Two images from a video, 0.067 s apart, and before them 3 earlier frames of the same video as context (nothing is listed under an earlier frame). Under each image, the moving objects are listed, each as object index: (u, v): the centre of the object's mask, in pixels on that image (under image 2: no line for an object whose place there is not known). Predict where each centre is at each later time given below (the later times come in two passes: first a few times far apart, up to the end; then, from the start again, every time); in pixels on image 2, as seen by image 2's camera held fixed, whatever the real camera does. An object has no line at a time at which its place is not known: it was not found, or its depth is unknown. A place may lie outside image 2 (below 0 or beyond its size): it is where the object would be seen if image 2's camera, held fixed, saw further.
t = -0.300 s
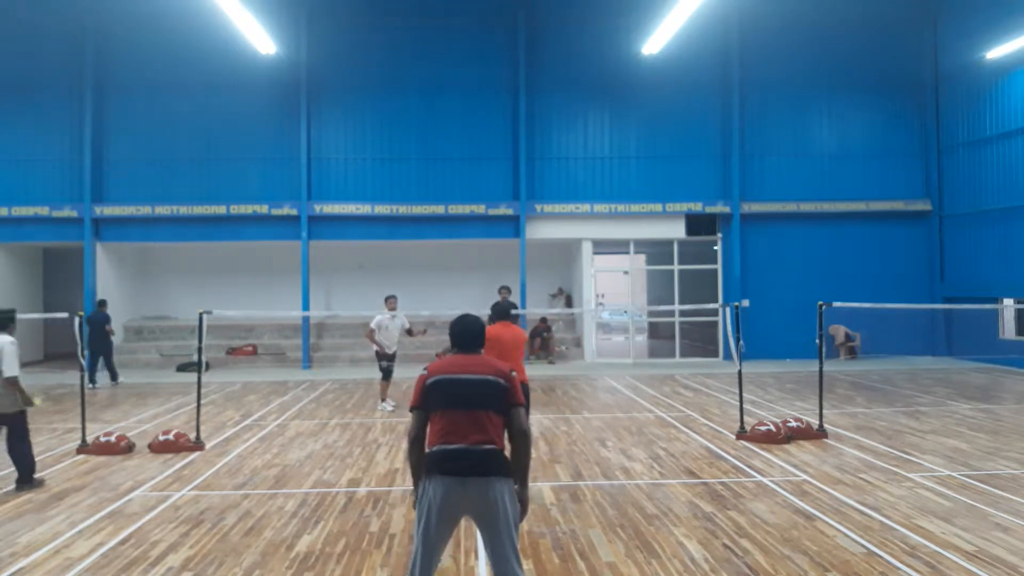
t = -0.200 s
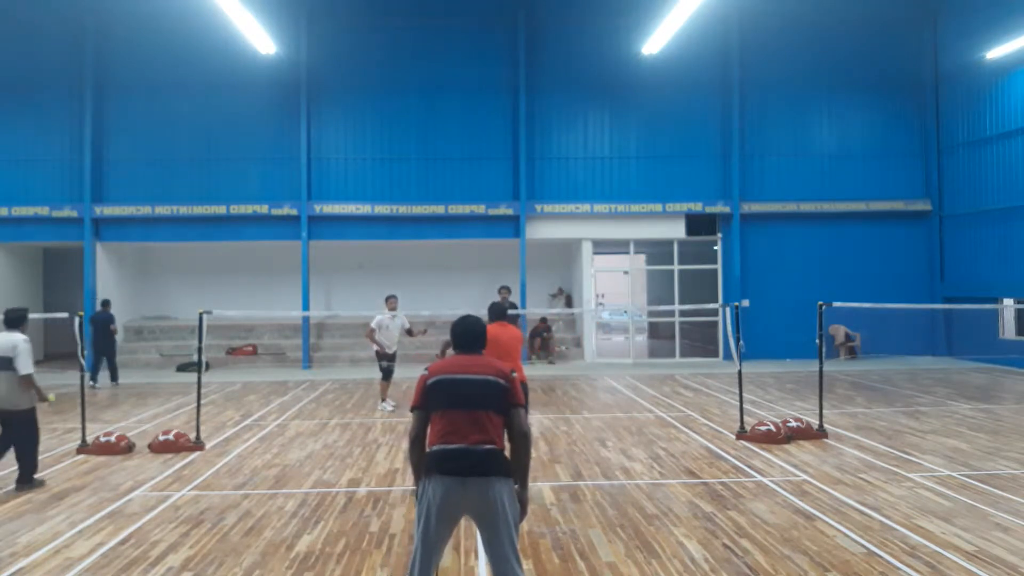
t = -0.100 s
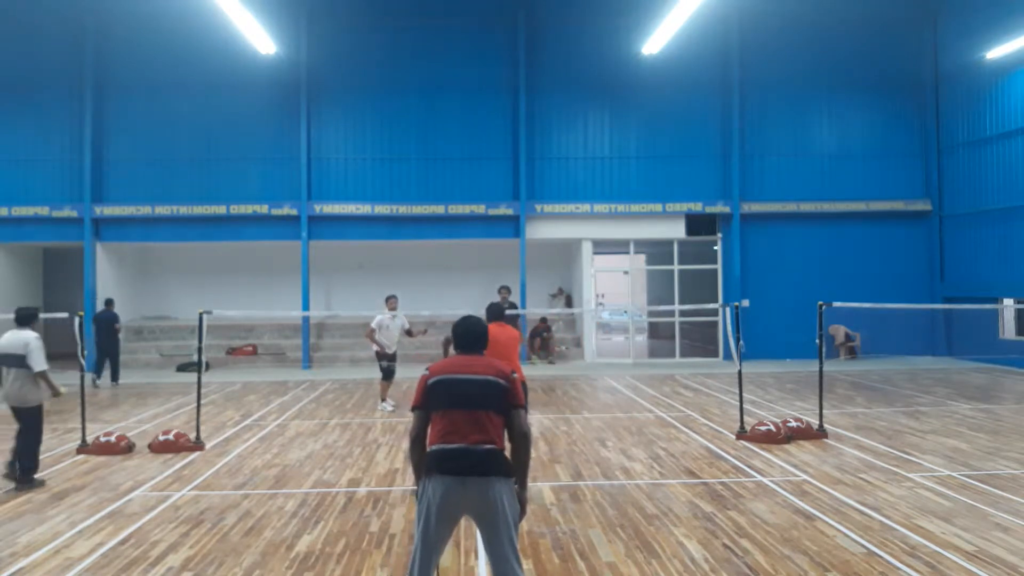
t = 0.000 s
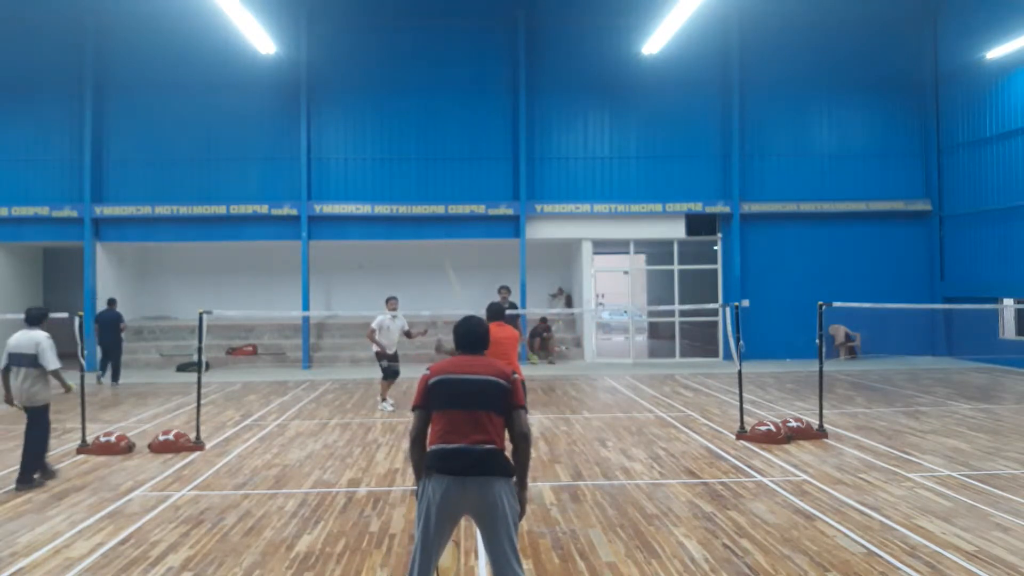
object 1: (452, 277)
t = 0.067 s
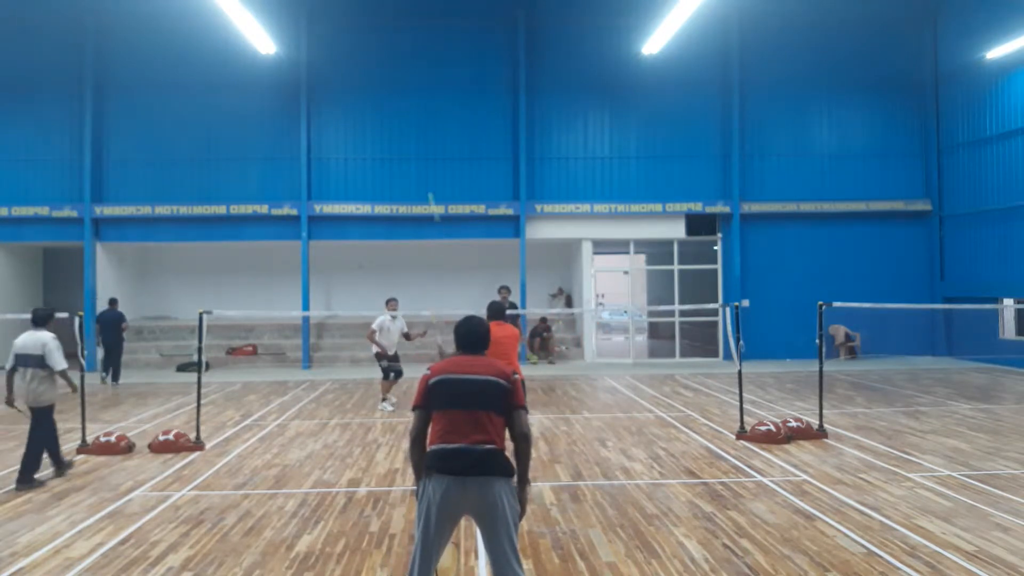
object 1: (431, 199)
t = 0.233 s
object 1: (401, 104)
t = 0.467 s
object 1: (378, 53)
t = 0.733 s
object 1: (361, 52)
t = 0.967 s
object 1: (350, 86)
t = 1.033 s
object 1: (347, 101)
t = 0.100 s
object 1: (425, 179)
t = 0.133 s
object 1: (417, 155)
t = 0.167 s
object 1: (411, 135)
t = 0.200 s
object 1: (405, 118)
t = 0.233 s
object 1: (401, 104)
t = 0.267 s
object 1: (397, 92)
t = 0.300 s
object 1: (393, 82)
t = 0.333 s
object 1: (389, 74)
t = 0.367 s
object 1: (386, 67)
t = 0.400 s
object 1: (383, 61)
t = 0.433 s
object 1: (381, 56)
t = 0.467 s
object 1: (378, 53)
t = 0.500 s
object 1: (376, 50)
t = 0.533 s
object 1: (373, 48)
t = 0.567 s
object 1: (371, 47)
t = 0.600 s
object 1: (369, 46)
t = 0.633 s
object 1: (367, 47)
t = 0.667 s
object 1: (365, 48)
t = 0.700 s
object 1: (363, 50)
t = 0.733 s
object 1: (361, 52)
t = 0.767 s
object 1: (360, 55)
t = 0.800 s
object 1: (358, 59)
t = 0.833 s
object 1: (357, 64)
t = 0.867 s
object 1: (354, 68)
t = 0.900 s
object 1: (353, 74)
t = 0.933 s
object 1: (352, 80)
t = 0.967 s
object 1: (350, 86)
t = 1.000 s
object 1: (348, 94)
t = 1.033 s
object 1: (347, 101)
